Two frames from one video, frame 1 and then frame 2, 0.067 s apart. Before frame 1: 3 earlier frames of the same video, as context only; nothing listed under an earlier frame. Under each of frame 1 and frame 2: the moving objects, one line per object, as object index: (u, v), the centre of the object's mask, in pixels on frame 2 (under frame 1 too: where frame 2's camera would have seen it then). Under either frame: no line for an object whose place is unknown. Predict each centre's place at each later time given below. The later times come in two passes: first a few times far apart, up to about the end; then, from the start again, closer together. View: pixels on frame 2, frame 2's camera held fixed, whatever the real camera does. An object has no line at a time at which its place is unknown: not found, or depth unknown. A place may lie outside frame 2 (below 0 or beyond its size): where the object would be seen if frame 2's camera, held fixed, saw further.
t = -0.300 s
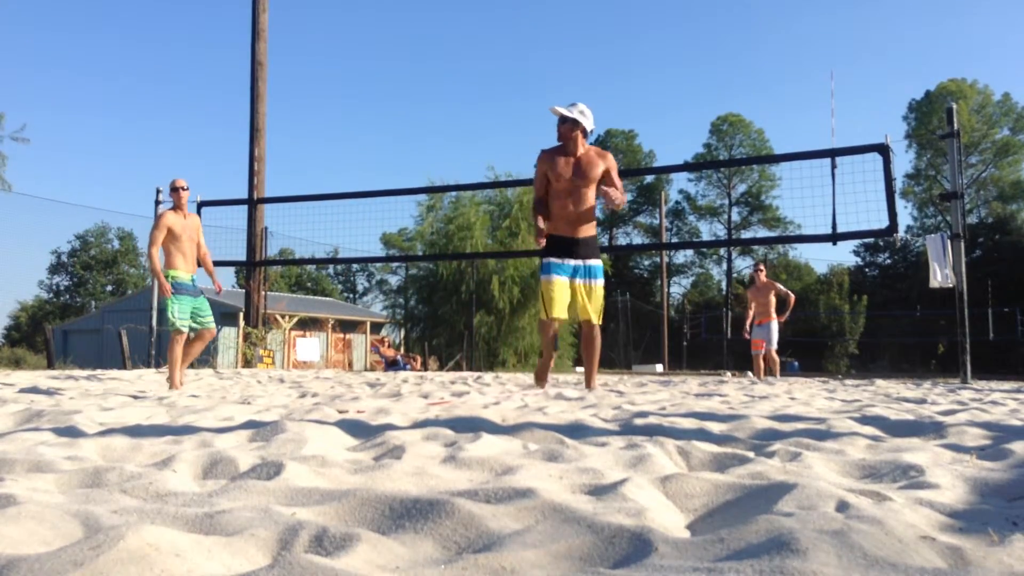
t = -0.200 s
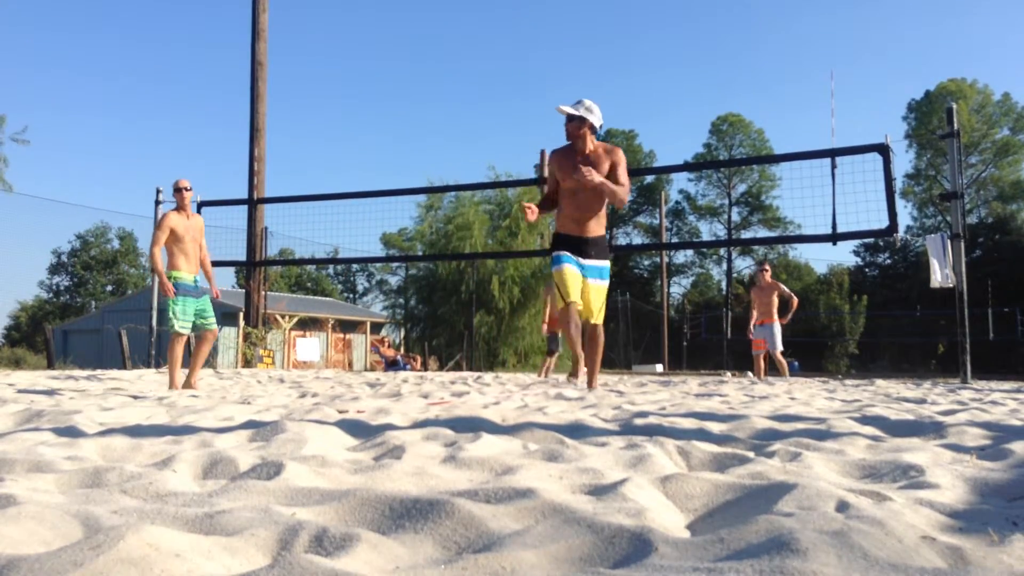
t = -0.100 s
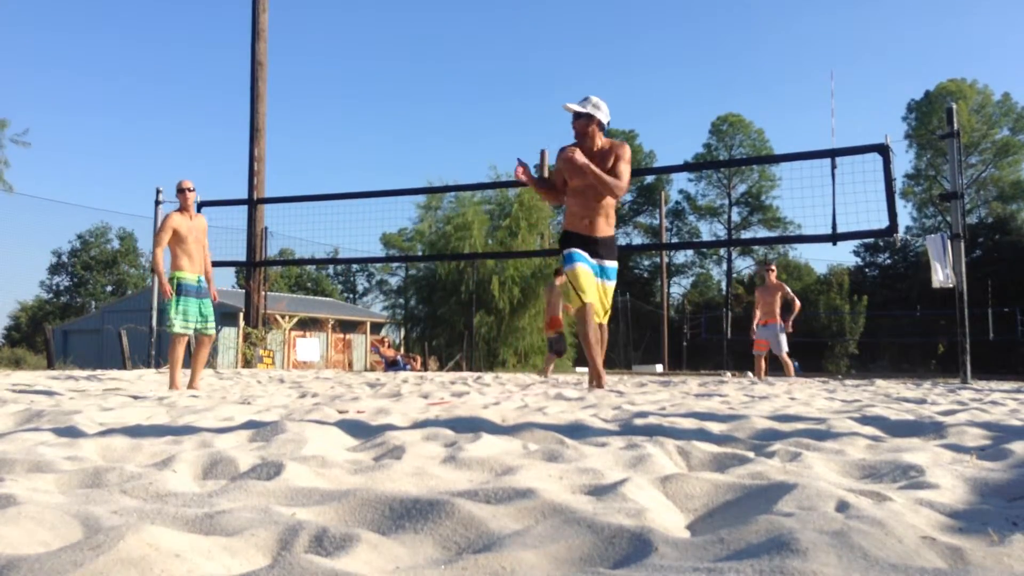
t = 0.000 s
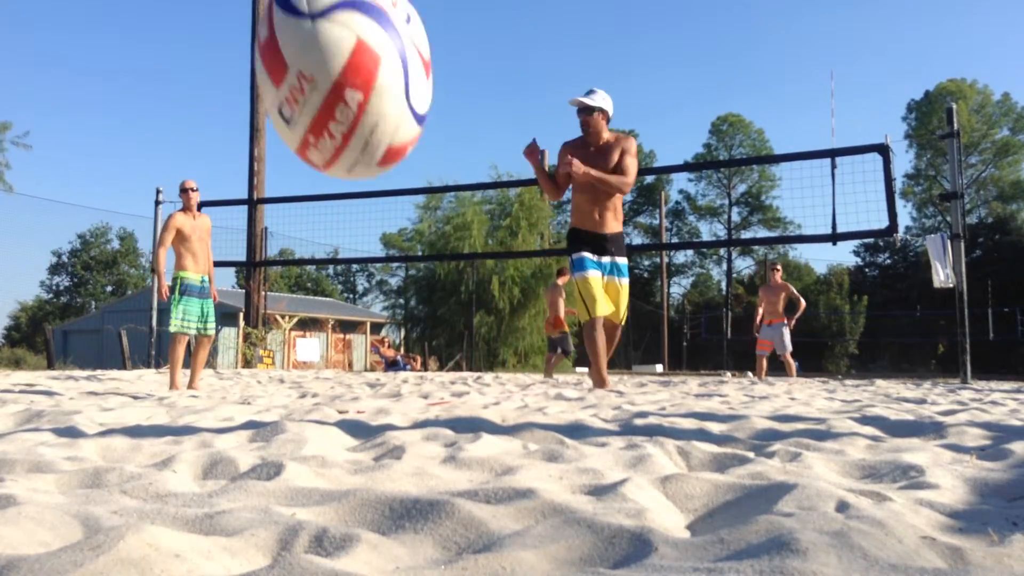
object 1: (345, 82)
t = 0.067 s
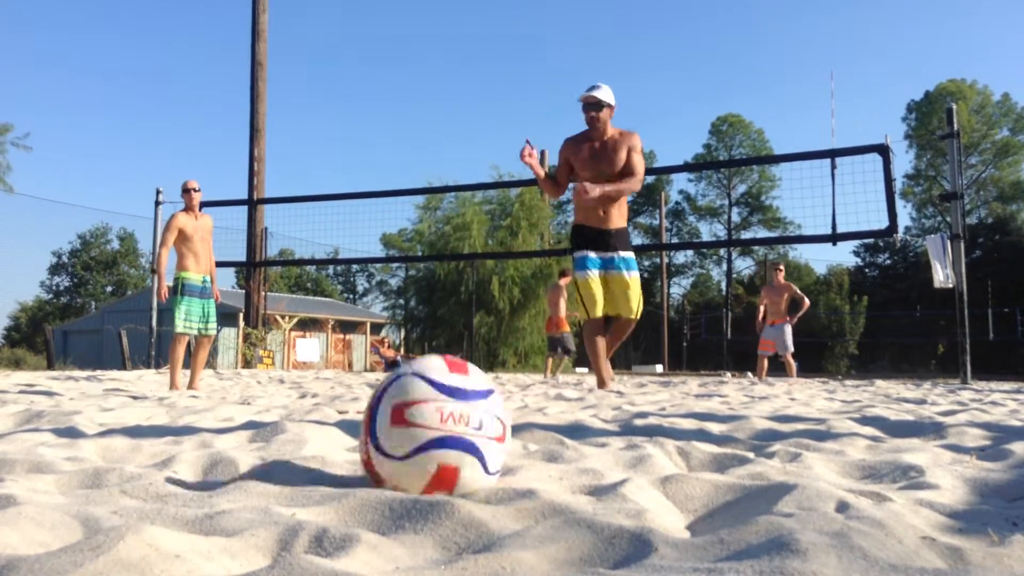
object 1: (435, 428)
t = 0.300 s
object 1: (396, 100)
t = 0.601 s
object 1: (352, 145)
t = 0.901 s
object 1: (352, 399)
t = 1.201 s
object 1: (390, 388)
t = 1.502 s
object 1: (437, 383)
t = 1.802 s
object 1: (458, 384)
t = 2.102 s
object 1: (450, 385)
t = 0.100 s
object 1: (430, 365)
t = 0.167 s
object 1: (419, 247)
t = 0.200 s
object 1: (413, 199)
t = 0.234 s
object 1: (407, 159)
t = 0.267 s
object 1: (401, 126)
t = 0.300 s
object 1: (396, 100)
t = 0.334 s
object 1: (391, 81)
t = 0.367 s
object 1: (386, 68)
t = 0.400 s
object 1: (381, 61)
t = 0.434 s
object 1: (375, 62)
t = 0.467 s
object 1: (370, 67)
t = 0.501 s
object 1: (365, 78)
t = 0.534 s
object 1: (361, 95)
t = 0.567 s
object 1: (356, 118)
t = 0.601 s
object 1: (352, 145)
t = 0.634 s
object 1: (347, 178)
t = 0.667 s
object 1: (343, 216)
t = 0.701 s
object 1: (339, 259)
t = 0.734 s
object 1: (335, 307)
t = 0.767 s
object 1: (329, 360)
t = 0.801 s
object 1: (329, 399)
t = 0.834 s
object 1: (337, 397)
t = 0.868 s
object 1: (344, 398)
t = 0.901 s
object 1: (352, 399)
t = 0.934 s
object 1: (355, 396)
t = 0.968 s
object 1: (359, 396)
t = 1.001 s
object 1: (364, 396)
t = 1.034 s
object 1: (369, 393)
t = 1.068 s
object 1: (373, 387)
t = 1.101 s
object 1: (377, 384)
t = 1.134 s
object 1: (381, 383)
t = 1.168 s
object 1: (385, 386)
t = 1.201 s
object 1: (390, 388)
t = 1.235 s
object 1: (396, 388)
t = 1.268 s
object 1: (402, 387)
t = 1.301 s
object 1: (408, 387)
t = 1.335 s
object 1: (415, 387)
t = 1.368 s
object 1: (421, 388)
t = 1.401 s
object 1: (426, 385)
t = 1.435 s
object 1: (430, 385)
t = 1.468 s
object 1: (433, 384)
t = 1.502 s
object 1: (437, 383)
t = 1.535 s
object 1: (440, 383)
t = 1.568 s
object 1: (444, 382)
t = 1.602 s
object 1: (447, 382)
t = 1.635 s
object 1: (450, 383)
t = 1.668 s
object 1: (453, 384)
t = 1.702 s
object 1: (455, 384)
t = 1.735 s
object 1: (457, 385)
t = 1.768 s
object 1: (458, 385)
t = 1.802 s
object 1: (458, 384)
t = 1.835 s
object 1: (459, 383)
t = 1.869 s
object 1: (458, 382)
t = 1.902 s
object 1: (457, 382)
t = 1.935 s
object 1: (456, 382)
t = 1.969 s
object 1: (455, 382)
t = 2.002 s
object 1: (454, 382)
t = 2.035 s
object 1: (453, 383)
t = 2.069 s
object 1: (452, 384)
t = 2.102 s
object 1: (450, 385)
